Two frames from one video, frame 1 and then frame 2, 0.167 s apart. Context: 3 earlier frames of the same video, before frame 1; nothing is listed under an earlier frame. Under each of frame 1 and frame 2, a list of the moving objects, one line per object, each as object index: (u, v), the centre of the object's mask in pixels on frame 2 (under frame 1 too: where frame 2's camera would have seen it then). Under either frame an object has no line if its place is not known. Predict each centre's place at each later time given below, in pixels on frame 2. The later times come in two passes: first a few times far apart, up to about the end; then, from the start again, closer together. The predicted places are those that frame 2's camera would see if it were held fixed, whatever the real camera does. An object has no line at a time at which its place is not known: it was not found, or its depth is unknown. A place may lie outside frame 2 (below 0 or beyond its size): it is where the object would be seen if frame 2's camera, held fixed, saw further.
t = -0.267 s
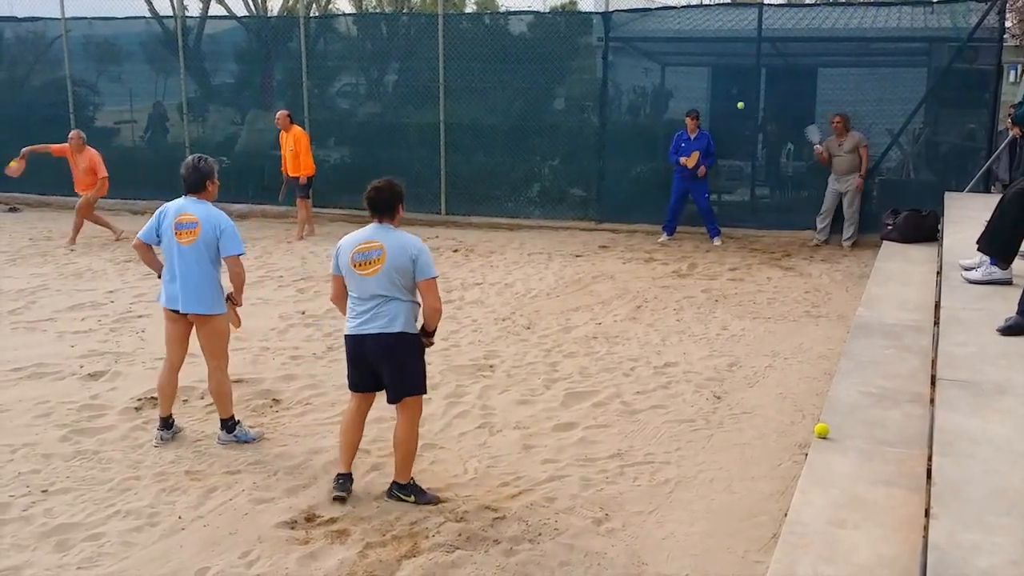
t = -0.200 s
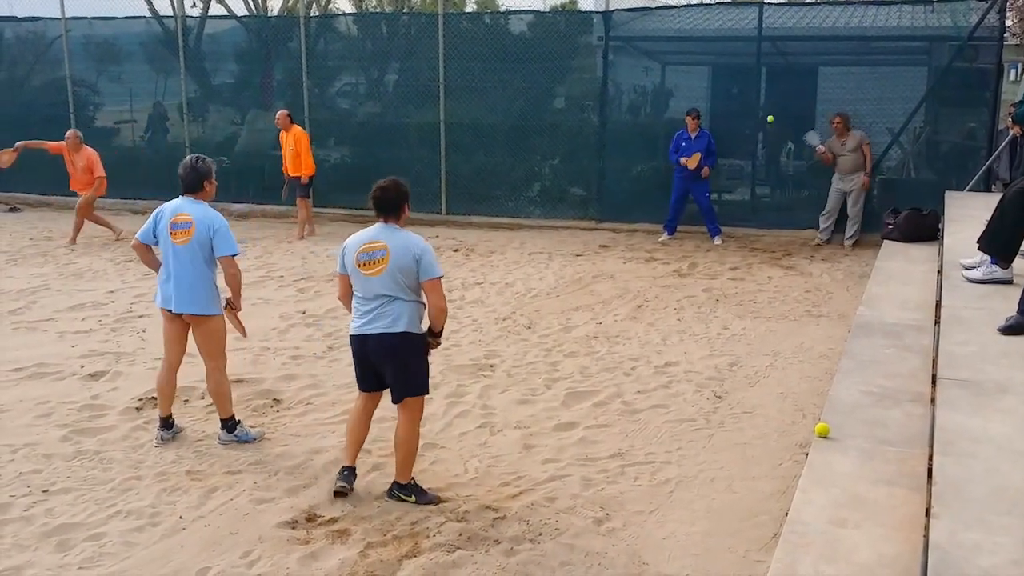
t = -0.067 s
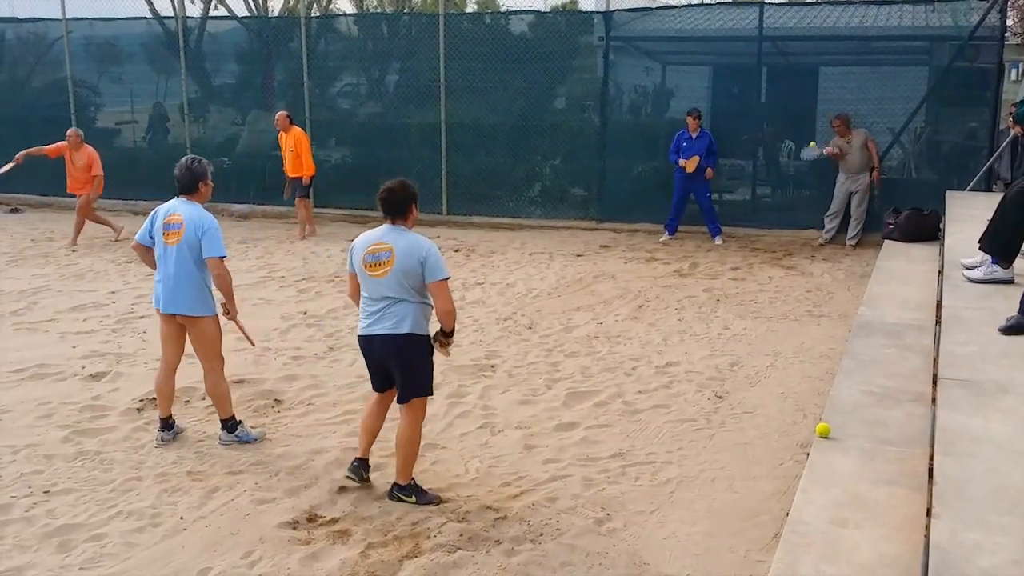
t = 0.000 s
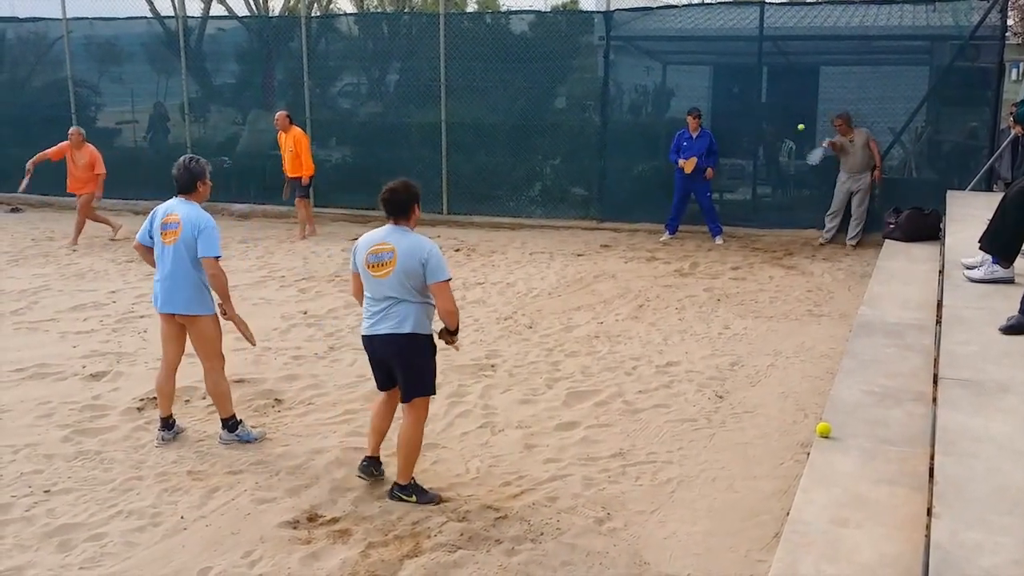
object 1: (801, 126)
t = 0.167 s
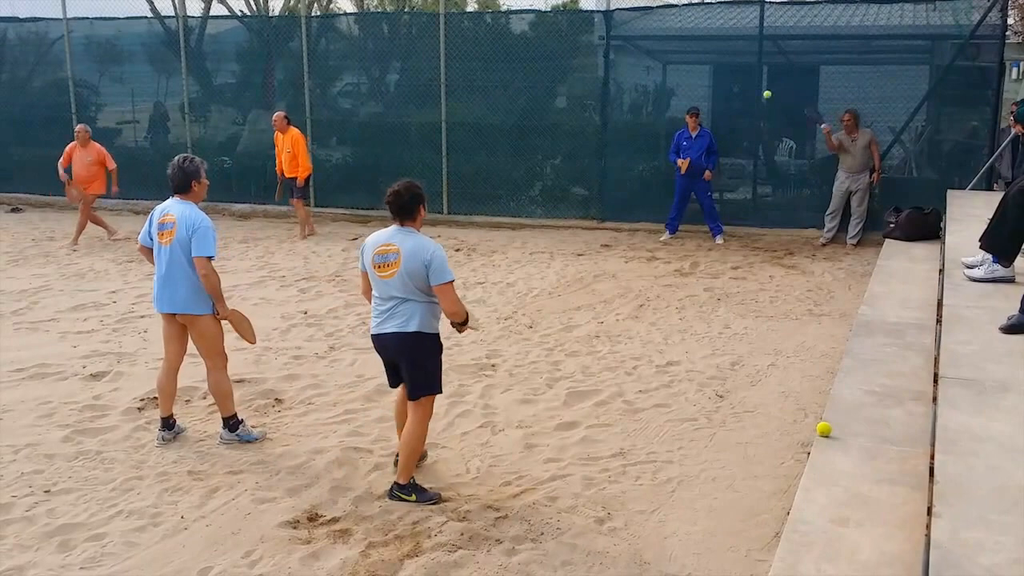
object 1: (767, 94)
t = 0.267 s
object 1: (742, 85)
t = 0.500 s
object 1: (666, 109)
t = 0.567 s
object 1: (639, 130)
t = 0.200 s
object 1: (759, 90)
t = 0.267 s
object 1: (742, 85)
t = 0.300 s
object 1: (733, 84)
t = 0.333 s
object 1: (723, 85)
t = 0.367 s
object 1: (713, 86)
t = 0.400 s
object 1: (702, 89)
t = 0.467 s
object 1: (679, 100)
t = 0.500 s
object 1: (666, 109)
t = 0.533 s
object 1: (653, 118)
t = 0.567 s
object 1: (639, 130)
